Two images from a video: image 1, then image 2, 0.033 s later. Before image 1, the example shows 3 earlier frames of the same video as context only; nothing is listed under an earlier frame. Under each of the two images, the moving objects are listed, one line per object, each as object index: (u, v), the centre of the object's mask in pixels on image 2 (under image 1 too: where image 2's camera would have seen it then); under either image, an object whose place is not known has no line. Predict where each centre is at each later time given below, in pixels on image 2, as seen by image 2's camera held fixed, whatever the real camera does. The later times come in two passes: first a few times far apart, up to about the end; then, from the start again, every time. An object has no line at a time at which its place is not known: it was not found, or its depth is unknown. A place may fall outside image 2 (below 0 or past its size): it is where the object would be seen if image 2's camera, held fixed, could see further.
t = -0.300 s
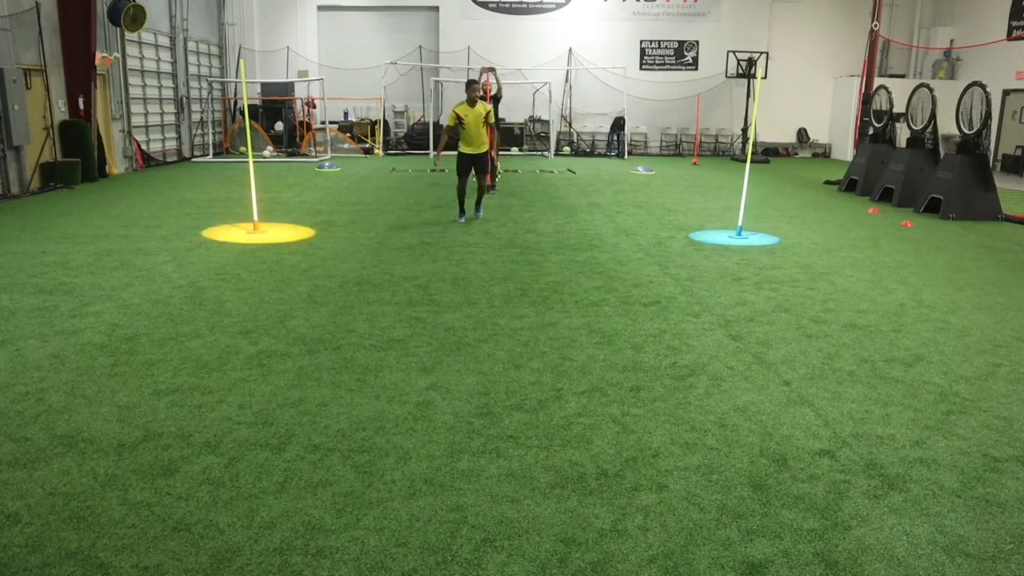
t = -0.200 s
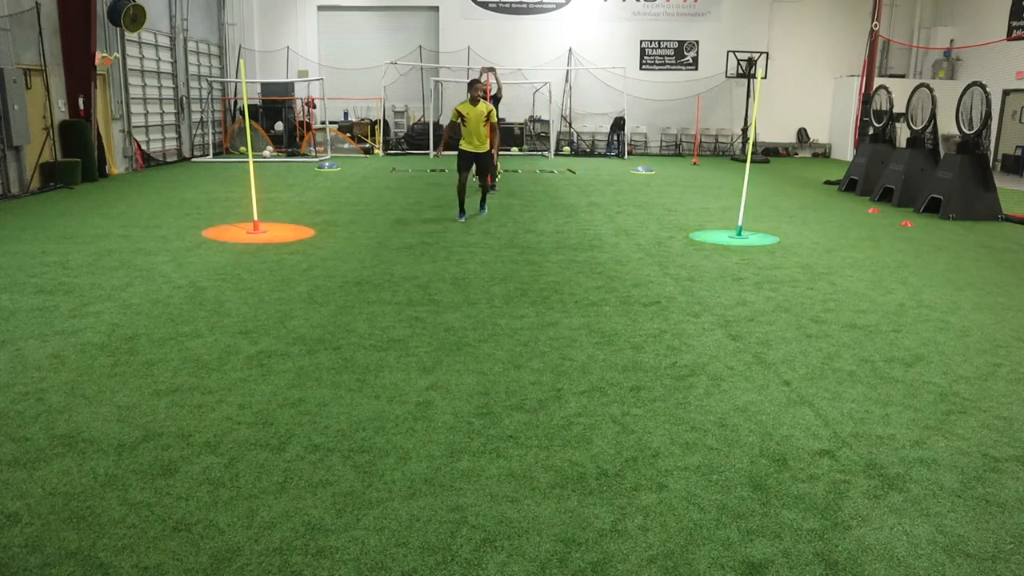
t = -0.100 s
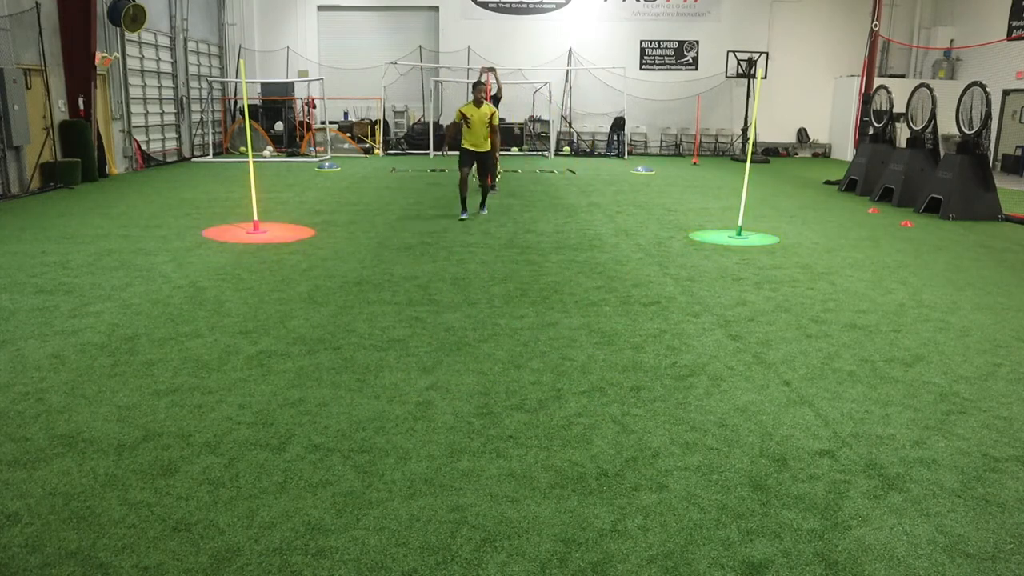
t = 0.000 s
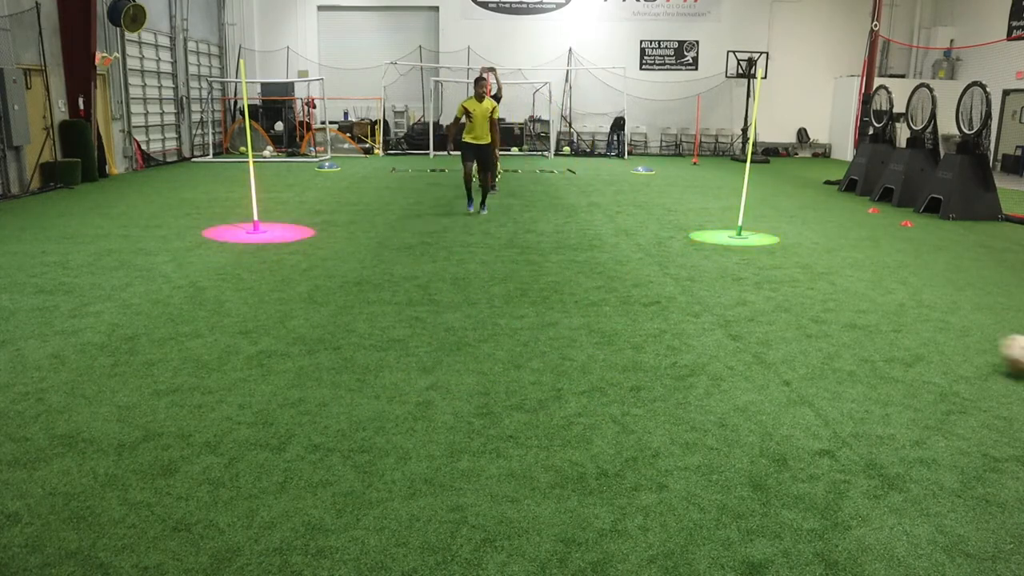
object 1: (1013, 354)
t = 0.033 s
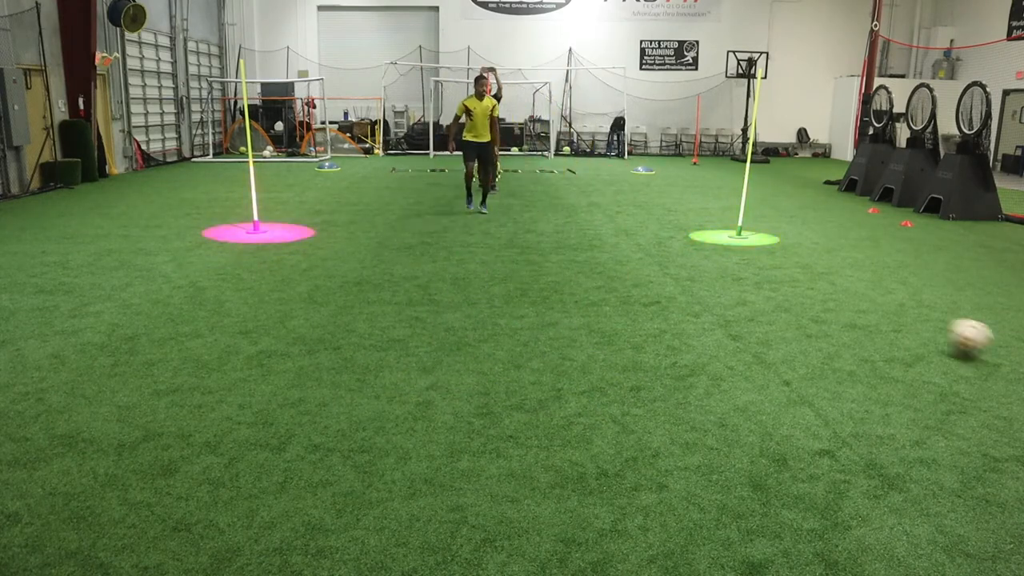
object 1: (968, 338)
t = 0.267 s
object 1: (731, 266)
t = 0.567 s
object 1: (594, 223)
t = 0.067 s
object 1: (921, 325)
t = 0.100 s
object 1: (878, 313)
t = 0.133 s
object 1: (842, 300)
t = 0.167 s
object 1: (810, 289)
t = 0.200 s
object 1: (781, 281)
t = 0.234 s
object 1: (754, 274)
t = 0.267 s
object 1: (731, 266)
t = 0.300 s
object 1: (710, 258)
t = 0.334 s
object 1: (691, 253)
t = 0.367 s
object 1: (672, 248)
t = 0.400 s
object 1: (658, 242)
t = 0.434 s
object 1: (642, 237)
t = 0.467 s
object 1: (629, 233)
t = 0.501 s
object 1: (616, 231)
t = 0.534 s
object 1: (605, 227)
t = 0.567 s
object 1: (594, 223)
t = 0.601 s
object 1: (584, 220)
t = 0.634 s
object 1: (575, 218)
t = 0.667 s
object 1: (567, 214)
